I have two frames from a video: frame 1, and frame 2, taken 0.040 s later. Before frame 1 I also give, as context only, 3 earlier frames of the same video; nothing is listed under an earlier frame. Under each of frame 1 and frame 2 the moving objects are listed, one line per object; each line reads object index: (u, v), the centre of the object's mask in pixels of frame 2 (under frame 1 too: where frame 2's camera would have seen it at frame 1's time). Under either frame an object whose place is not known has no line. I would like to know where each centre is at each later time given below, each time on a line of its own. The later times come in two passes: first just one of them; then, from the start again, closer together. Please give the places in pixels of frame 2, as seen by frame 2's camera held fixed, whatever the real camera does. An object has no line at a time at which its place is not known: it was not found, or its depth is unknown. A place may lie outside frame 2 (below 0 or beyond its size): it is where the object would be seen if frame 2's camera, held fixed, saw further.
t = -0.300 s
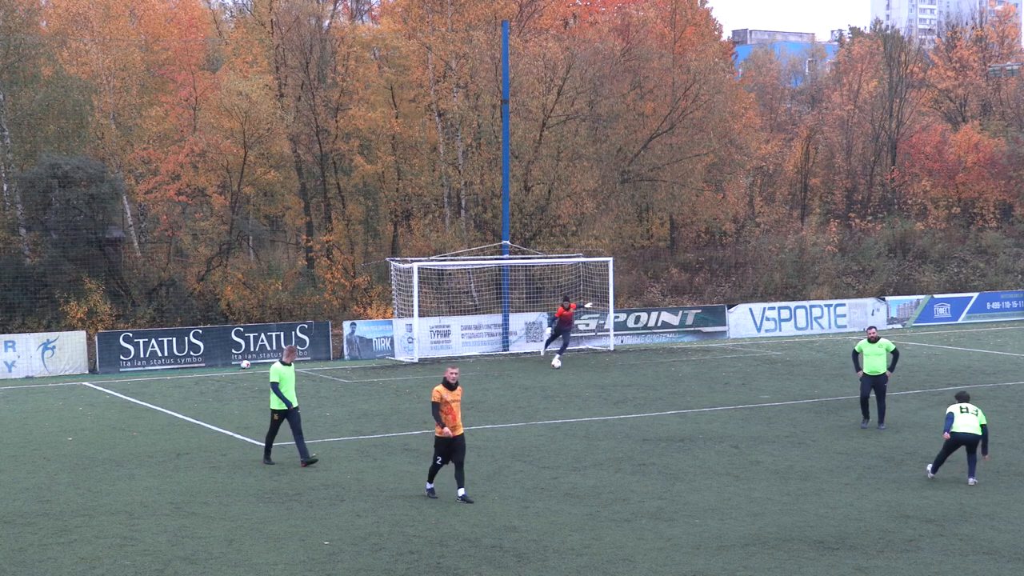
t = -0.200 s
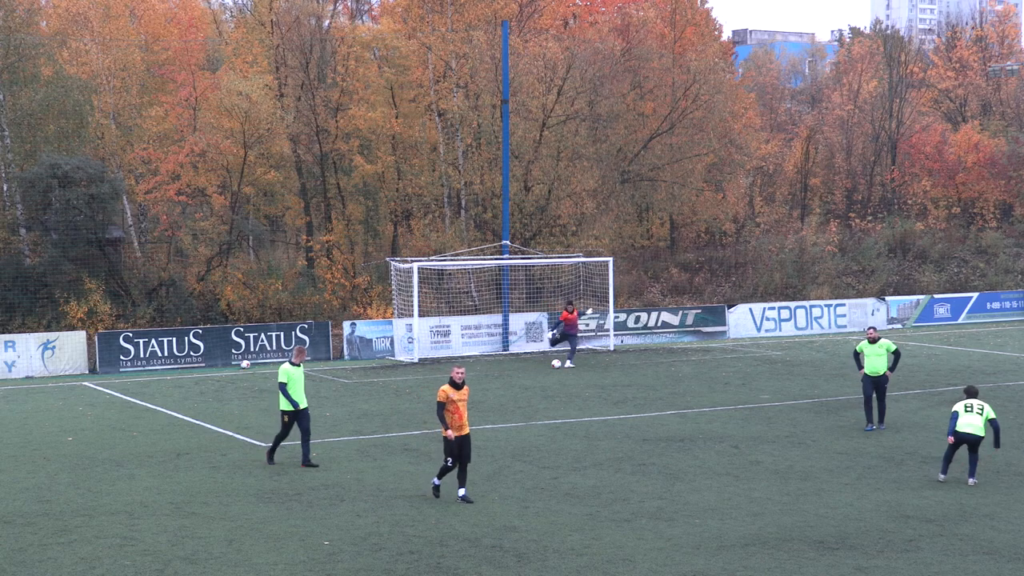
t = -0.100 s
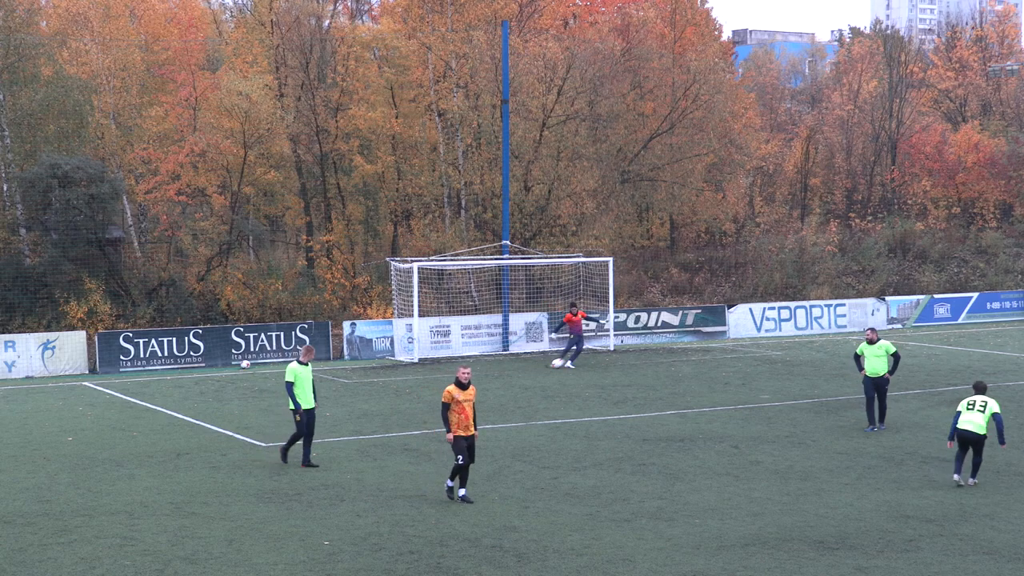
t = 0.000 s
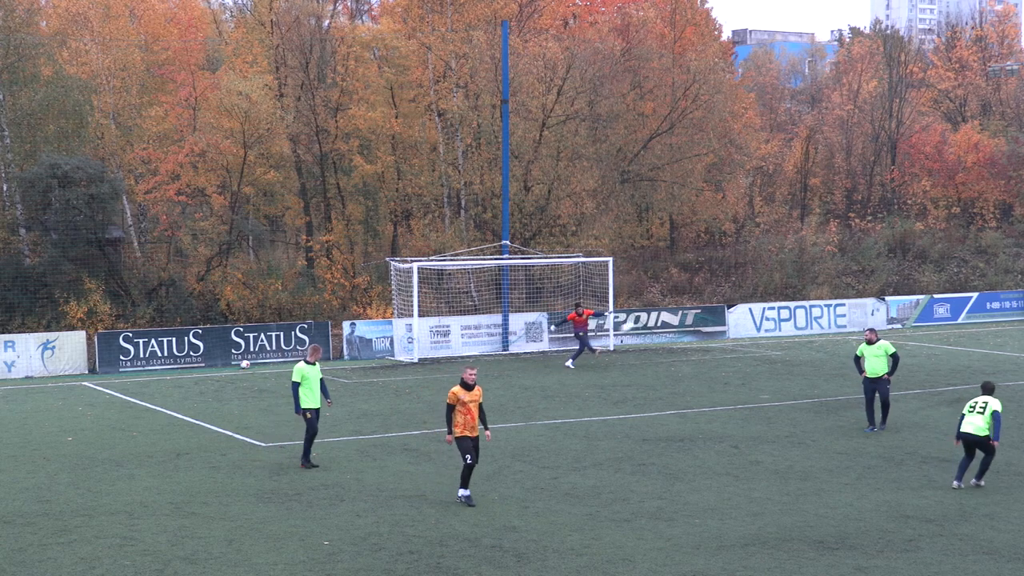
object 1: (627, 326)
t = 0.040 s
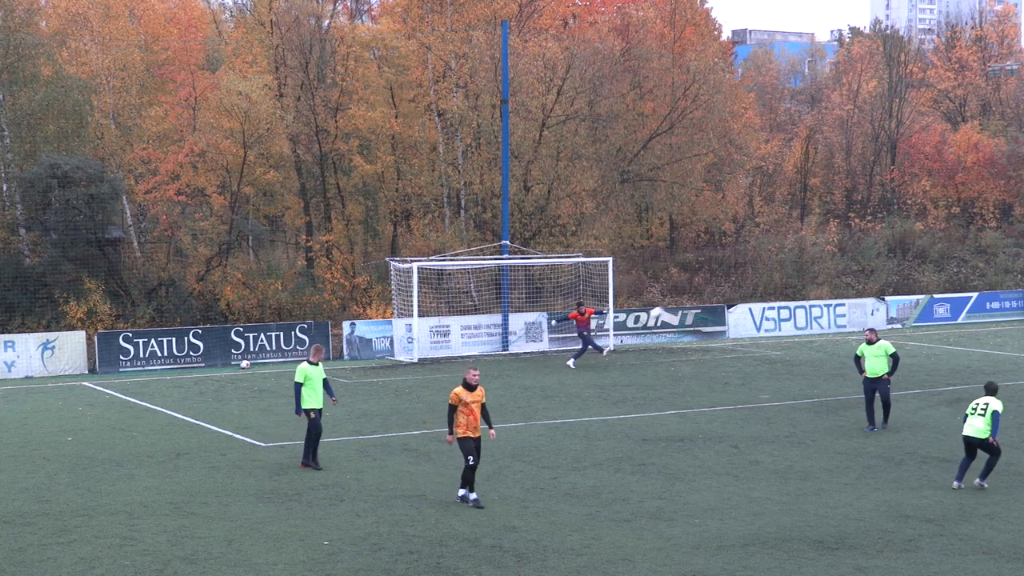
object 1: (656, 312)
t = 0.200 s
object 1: (780, 249)
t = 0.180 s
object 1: (765, 257)
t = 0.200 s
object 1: (780, 249)
